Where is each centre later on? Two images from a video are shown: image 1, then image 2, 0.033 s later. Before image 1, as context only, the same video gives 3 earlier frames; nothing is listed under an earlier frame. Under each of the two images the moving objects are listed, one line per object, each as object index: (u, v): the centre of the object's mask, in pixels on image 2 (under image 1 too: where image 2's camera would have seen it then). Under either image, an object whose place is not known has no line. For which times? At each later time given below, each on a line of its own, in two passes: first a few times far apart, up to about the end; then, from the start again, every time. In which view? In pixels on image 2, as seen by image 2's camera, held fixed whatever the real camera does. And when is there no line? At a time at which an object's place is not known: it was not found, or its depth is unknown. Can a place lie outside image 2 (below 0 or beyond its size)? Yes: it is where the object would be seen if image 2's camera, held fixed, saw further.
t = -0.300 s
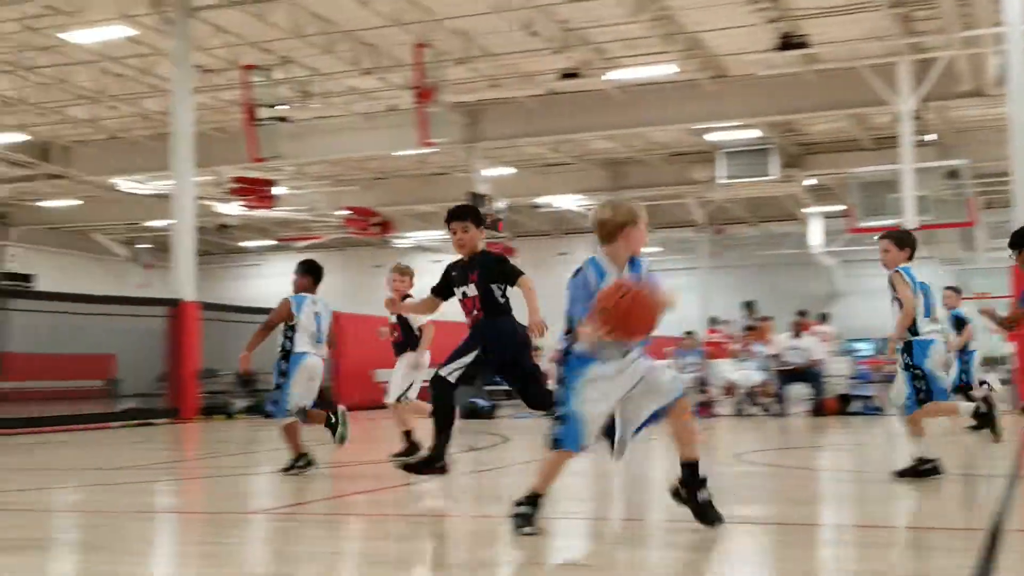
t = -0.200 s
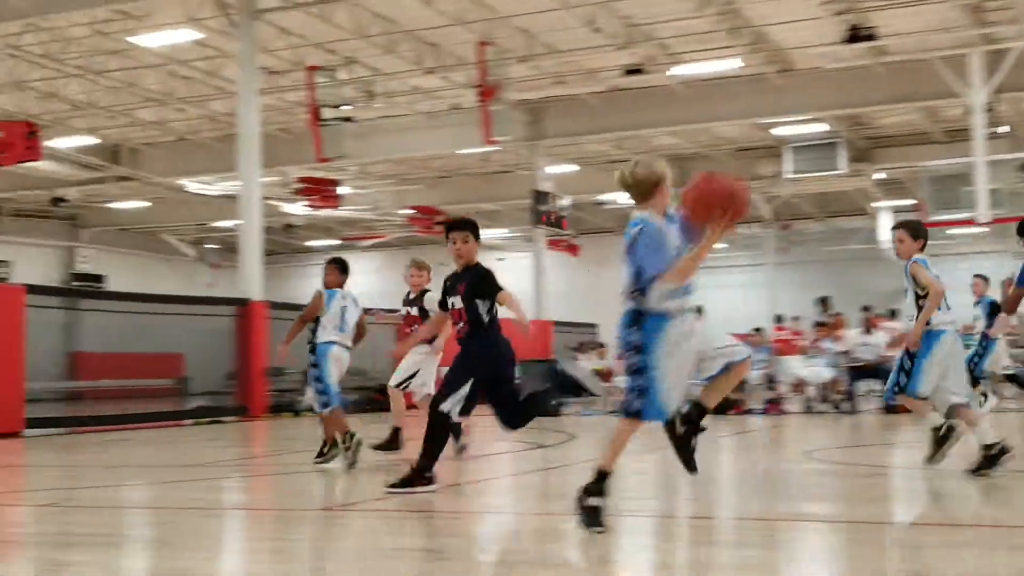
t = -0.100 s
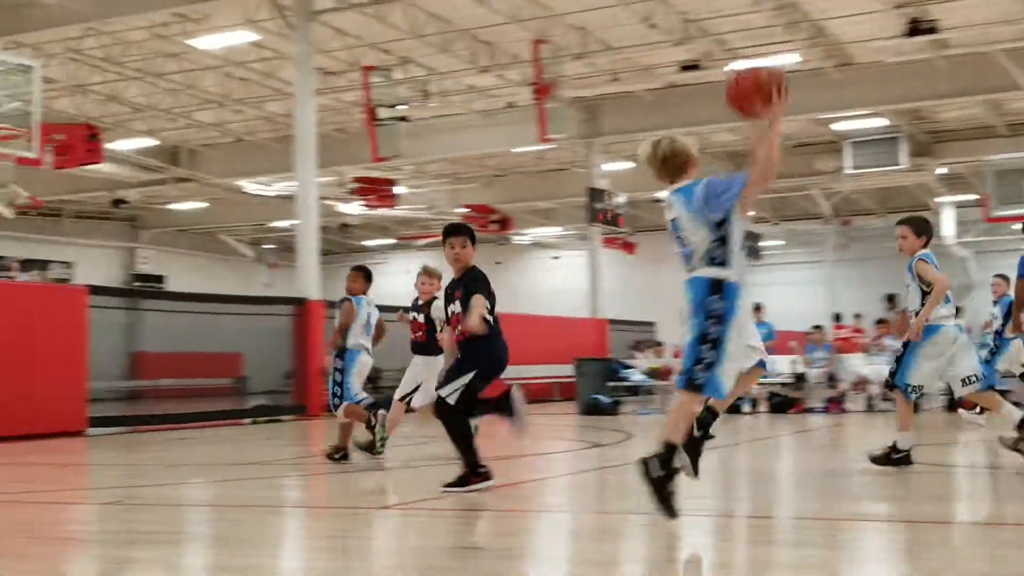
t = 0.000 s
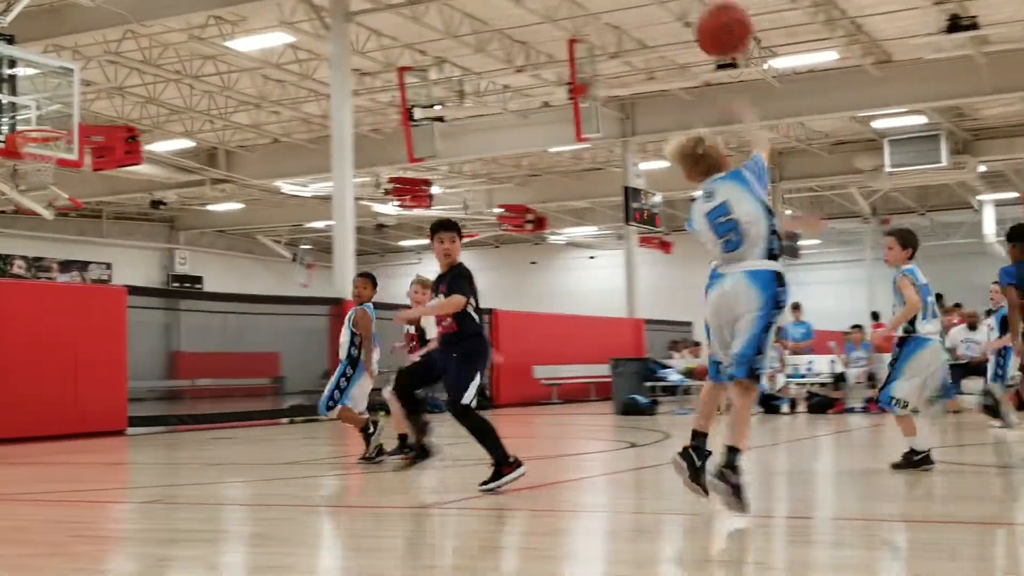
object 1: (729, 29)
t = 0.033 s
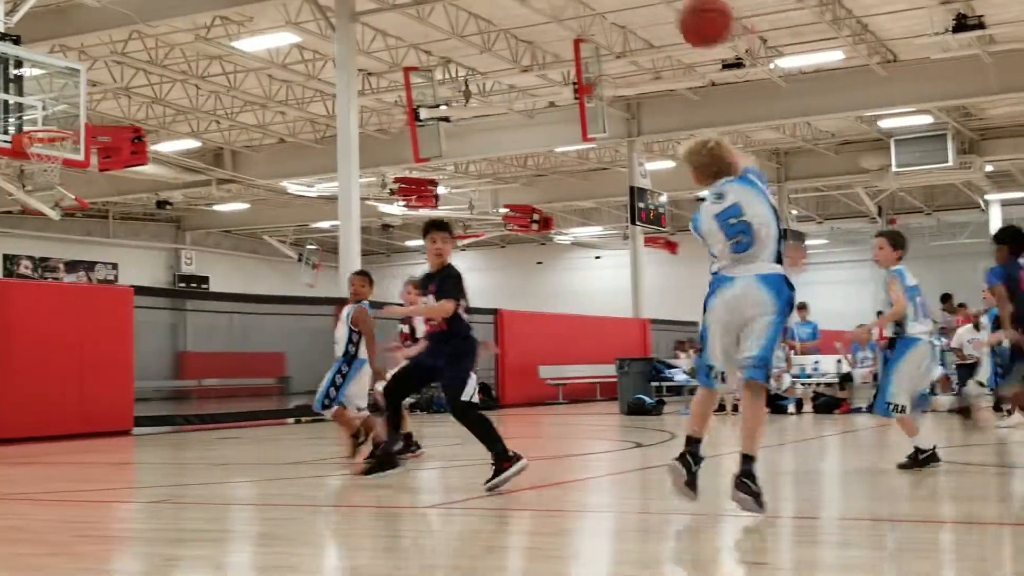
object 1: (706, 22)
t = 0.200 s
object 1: (608, 17)
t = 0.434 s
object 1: (516, 81)
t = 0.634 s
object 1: (461, 180)
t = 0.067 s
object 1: (681, 18)
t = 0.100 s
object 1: (660, 16)
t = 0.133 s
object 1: (641, 15)
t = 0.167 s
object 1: (623, 16)
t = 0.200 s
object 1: (608, 17)
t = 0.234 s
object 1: (592, 21)
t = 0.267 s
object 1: (579, 26)
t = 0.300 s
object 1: (562, 35)
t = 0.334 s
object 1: (551, 45)
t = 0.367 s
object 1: (539, 55)
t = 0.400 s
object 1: (527, 68)
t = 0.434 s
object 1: (516, 81)
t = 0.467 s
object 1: (505, 96)
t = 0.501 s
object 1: (495, 111)
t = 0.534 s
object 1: (486, 127)
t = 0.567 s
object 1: (478, 144)
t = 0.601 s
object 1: (470, 162)
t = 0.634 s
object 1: (461, 180)
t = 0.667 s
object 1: (455, 199)
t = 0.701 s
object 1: (446, 222)
